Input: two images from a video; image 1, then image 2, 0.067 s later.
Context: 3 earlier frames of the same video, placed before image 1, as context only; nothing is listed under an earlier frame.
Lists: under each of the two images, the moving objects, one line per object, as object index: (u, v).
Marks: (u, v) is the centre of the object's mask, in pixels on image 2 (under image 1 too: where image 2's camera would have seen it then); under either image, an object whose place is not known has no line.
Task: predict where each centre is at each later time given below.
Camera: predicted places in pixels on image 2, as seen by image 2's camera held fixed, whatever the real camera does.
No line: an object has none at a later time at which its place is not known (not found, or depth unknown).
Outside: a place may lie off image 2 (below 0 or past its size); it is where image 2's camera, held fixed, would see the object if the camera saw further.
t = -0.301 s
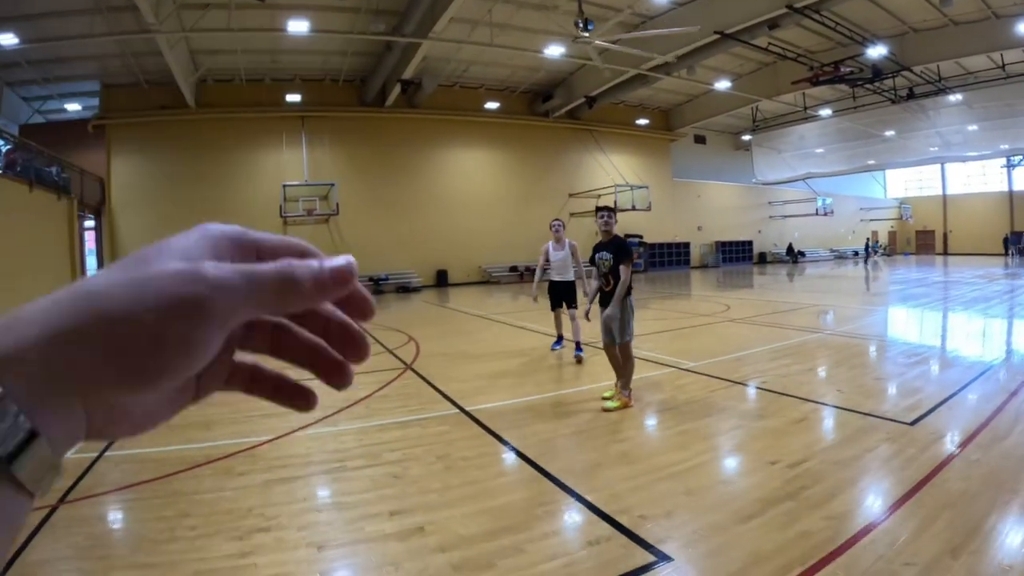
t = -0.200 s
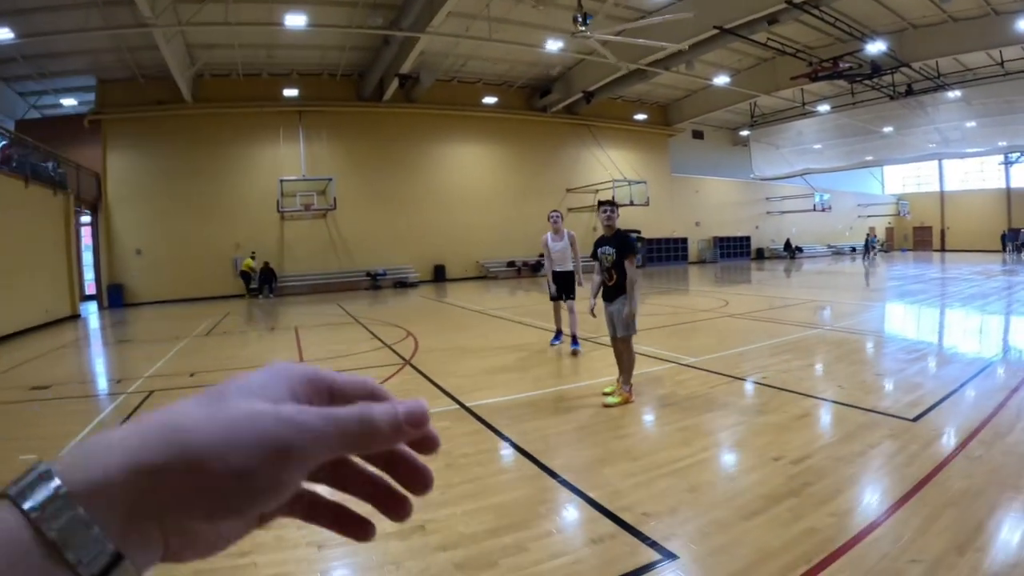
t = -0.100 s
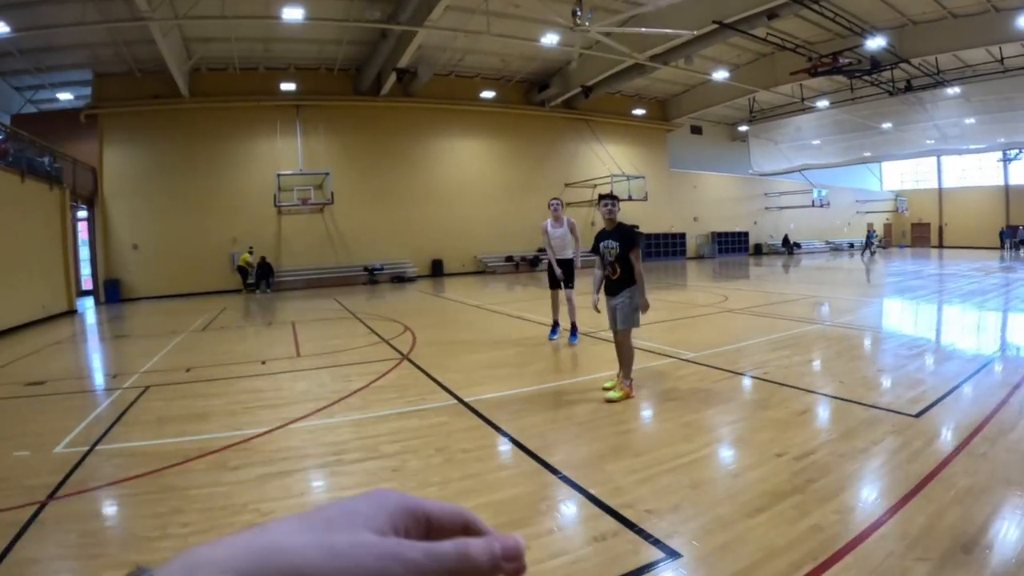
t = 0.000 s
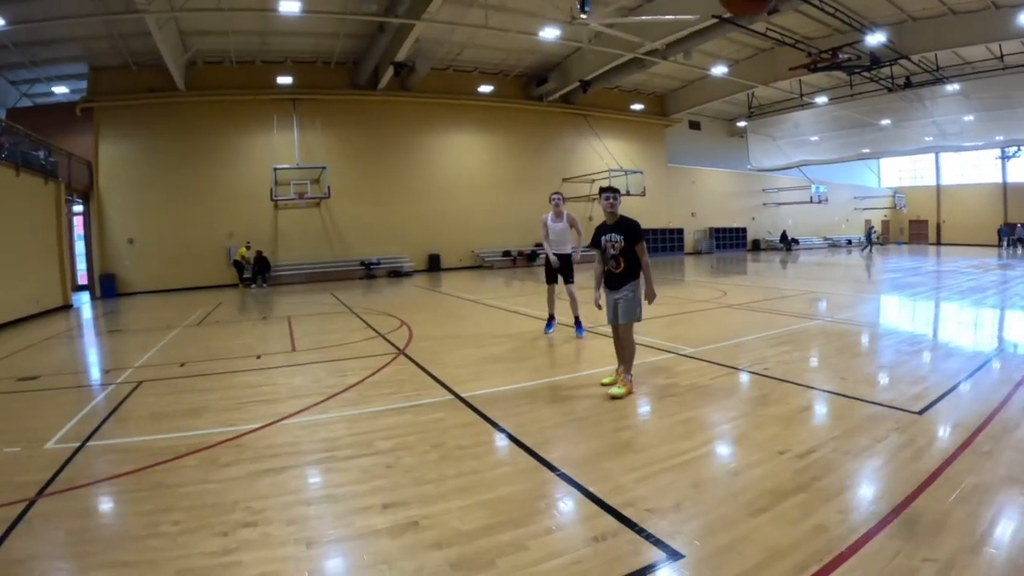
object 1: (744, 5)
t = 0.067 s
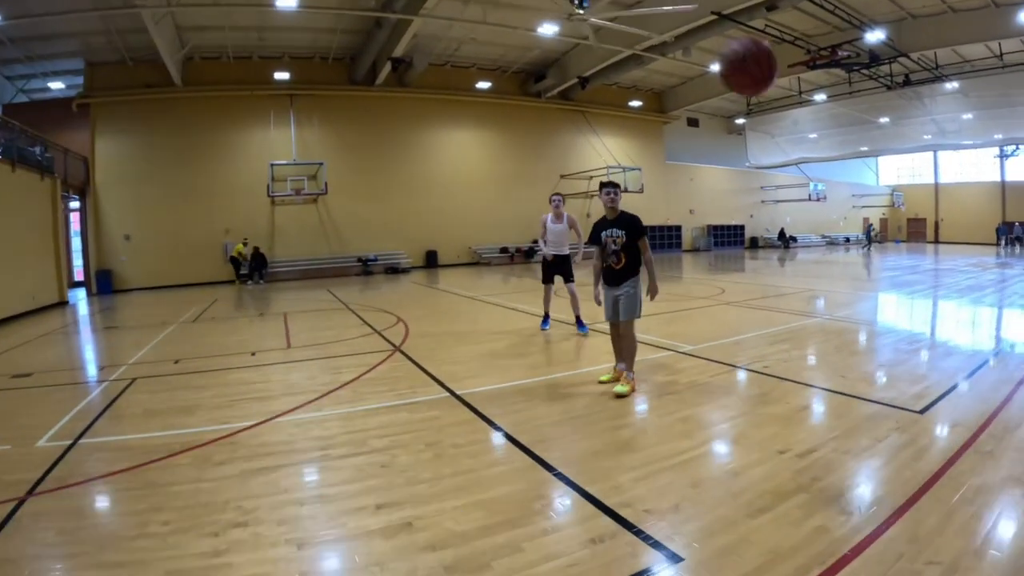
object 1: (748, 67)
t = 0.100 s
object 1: (747, 110)
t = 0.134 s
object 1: (747, 157)
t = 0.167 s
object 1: (745, 204)
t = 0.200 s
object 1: (742, 255)
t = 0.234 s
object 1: (739, 305)
